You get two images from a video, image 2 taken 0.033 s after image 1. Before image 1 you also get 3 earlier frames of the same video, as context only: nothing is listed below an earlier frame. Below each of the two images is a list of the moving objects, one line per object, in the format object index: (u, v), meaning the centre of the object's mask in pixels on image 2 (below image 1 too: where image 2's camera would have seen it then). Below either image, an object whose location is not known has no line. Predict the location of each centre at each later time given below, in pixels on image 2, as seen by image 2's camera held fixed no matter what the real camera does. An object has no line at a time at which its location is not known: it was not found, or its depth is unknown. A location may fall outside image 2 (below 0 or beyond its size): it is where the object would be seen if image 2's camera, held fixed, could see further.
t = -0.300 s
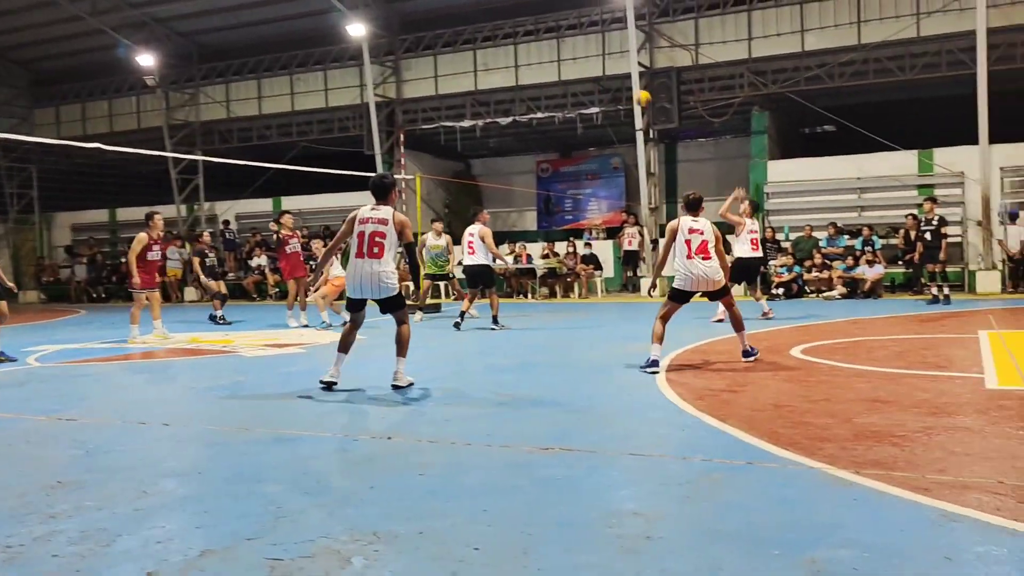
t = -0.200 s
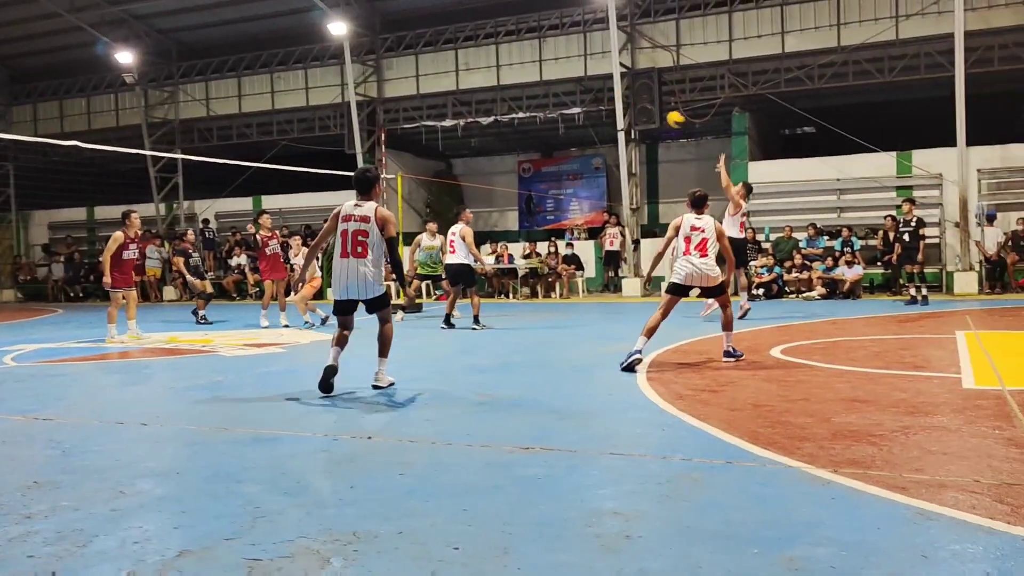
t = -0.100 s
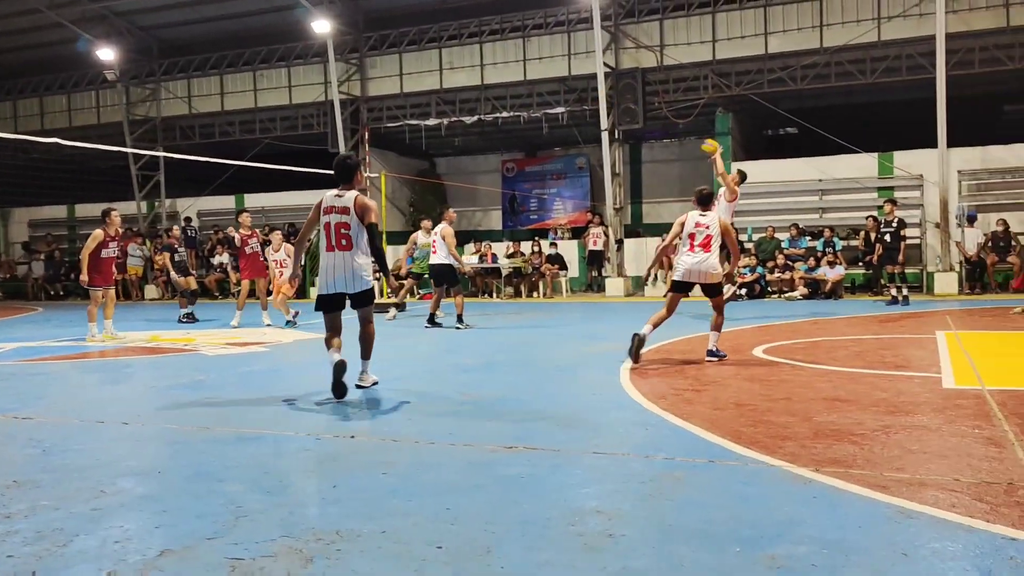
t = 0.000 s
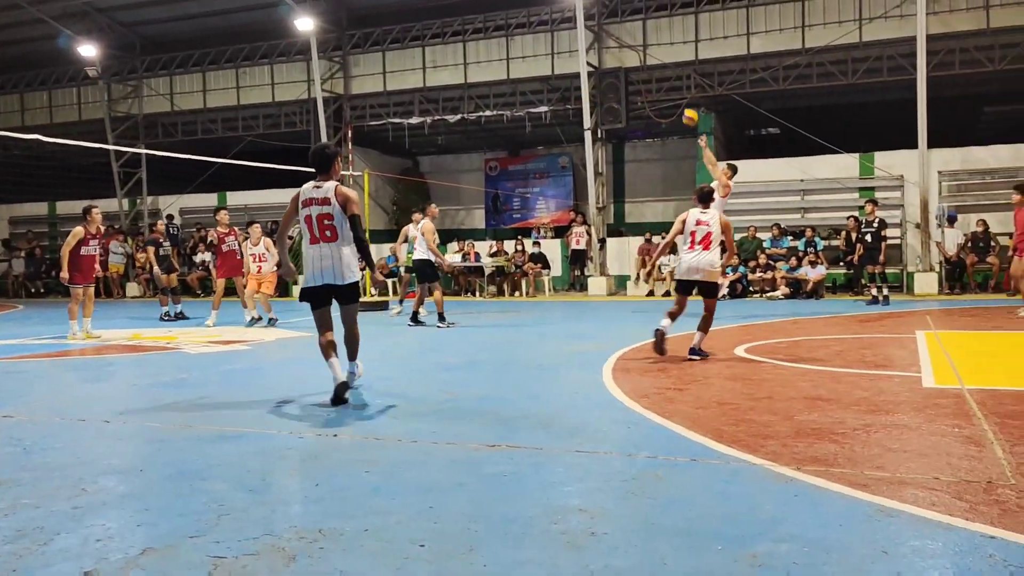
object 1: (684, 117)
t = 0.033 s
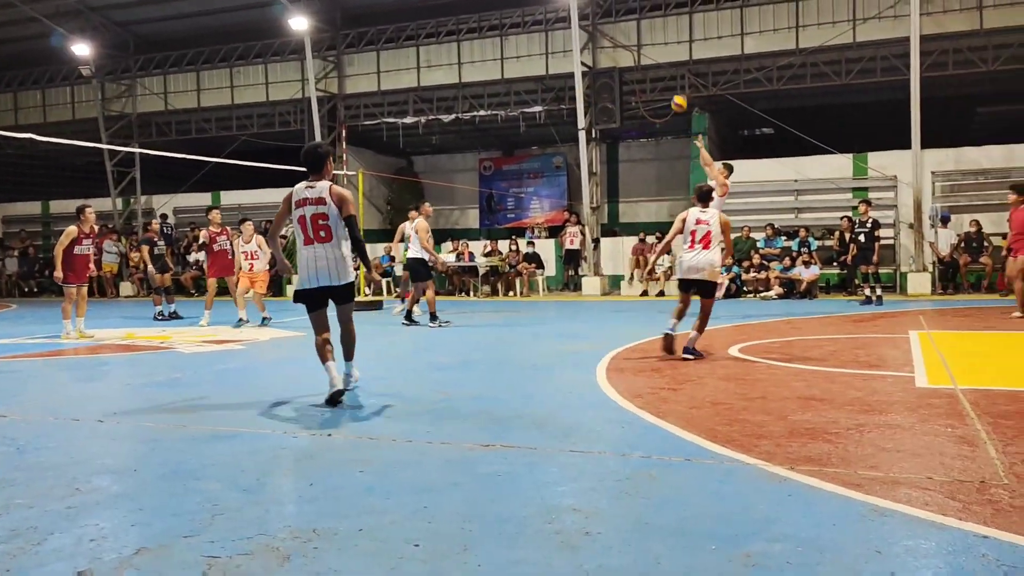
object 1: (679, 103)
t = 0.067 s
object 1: (674, 90)
